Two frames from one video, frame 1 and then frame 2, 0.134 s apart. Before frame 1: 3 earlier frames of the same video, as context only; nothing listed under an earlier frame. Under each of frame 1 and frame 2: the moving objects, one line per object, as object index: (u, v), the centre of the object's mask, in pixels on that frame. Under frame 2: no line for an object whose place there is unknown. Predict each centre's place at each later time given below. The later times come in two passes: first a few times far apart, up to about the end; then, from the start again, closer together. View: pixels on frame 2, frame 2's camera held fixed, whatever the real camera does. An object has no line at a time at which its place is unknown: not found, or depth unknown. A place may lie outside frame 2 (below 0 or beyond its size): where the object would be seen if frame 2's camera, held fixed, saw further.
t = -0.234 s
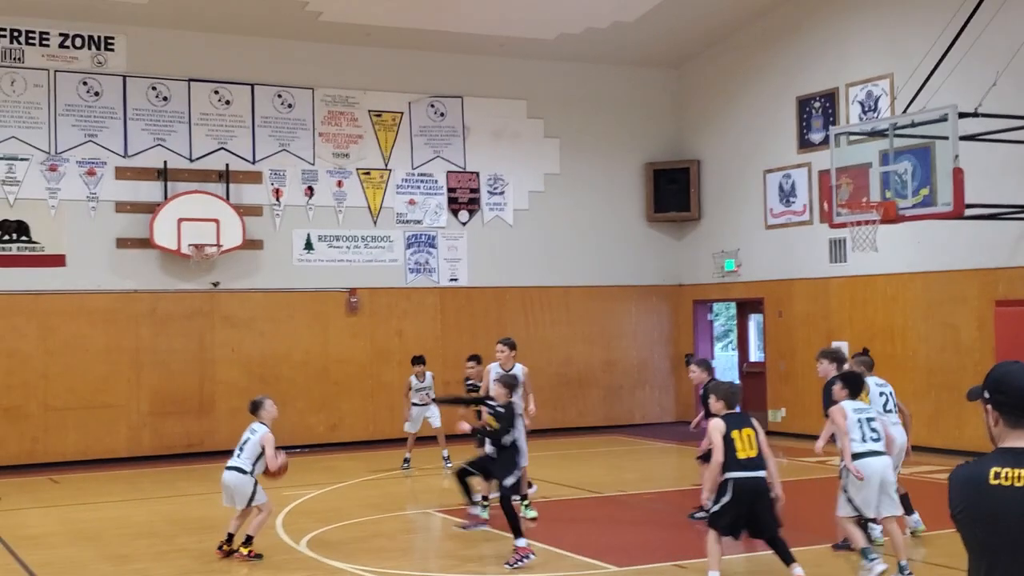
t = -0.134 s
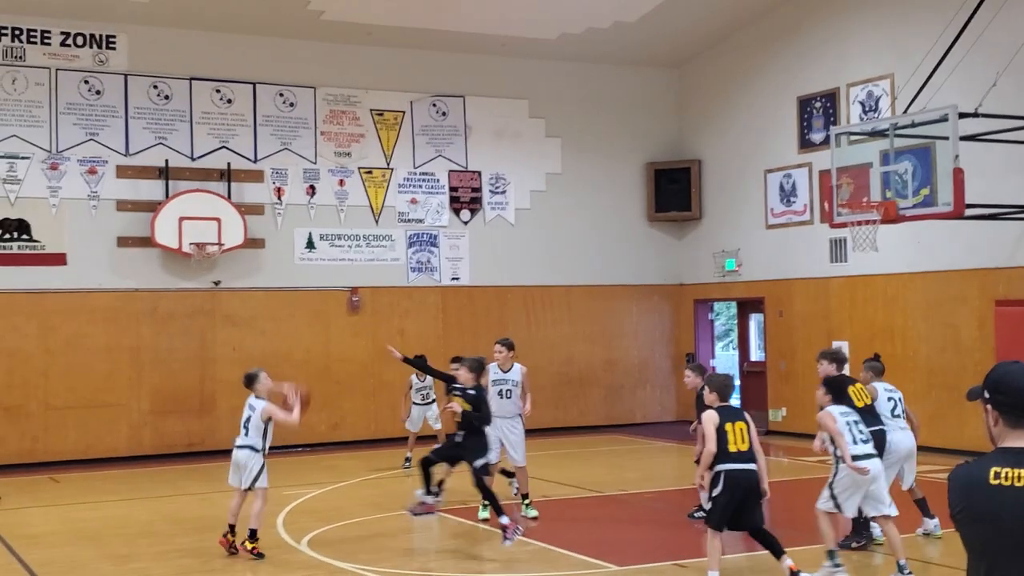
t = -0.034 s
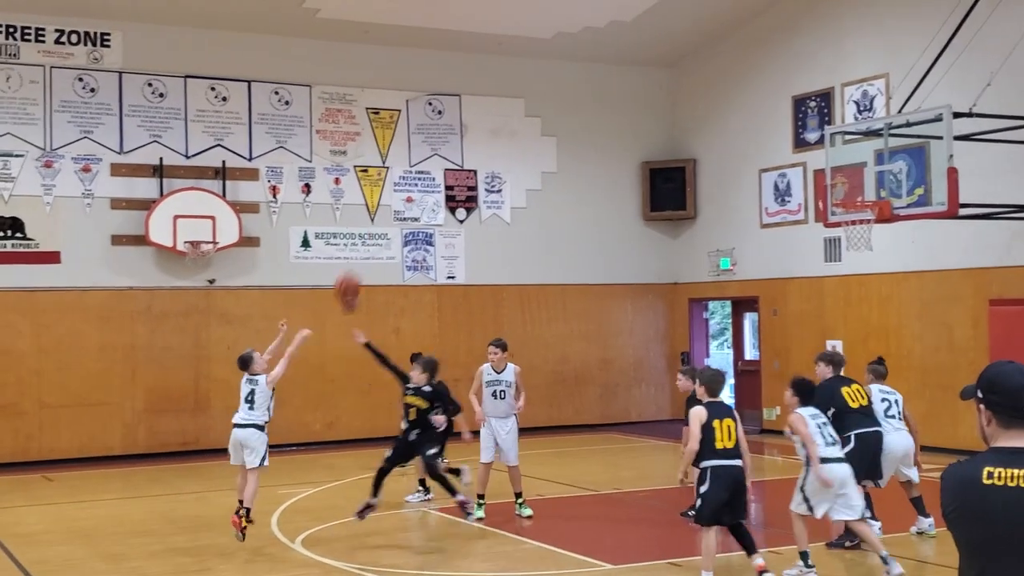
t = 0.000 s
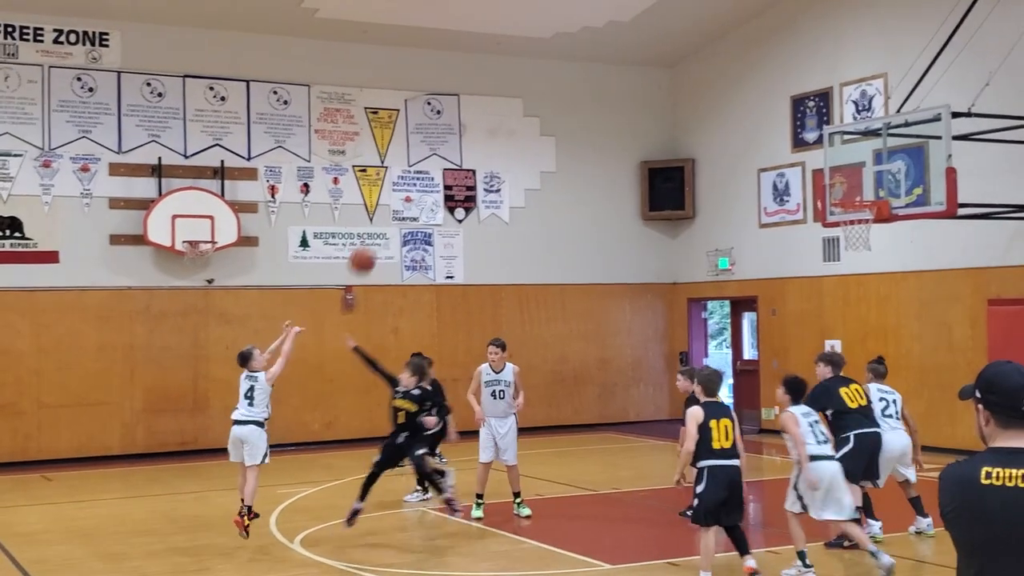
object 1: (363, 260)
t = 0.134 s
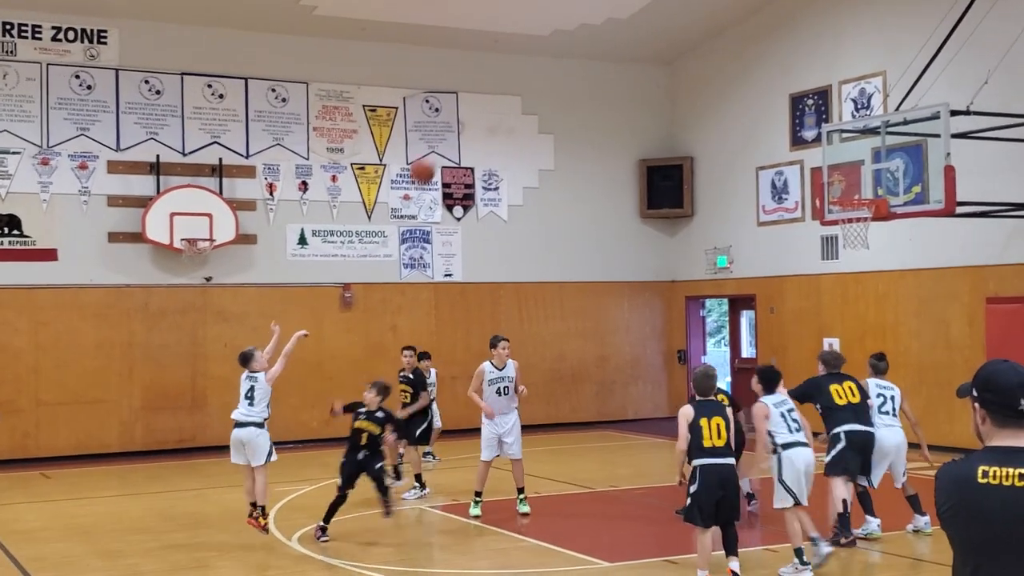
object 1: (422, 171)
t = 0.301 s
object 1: (494, 93)
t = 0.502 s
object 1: (576, 42)
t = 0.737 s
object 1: (664, 37)
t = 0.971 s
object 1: (749, 81)
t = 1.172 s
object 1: (818, 158)
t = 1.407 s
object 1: (876, 245)
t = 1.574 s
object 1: (899, 295)
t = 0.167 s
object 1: (437, 152)
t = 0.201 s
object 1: (452, 135)
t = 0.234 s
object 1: (466, 120)
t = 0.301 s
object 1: (494, 93)
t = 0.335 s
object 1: (508, 82)
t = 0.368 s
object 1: (522, 72)
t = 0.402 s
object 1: (535, 62)
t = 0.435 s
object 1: (549, 54)
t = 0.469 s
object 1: (562, 48)
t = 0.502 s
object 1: (576, 42)
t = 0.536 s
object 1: (589, 38)
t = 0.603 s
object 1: (615, 33)
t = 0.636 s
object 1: (628, 33)
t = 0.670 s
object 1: (640, 33)
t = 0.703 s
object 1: (652, 34)
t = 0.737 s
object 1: (664, 37)
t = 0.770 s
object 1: (677, 40)
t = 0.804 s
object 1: (689, 45)
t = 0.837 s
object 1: (702, 50)
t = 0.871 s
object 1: (714, 56)
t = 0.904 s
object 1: (725, 64)
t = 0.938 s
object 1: (737, 72)
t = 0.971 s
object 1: (749, 81)
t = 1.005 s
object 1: (761, 92)
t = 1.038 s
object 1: (772, 103)
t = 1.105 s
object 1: (794, 129)
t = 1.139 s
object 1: (806, 143)
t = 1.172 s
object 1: (818, 158)
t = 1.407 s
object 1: (876, 245)
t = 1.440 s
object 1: (880, 253)
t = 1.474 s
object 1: (885, 261)
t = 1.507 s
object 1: (889, 272)
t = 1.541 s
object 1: (894, 284)
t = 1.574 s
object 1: (899, 295)
